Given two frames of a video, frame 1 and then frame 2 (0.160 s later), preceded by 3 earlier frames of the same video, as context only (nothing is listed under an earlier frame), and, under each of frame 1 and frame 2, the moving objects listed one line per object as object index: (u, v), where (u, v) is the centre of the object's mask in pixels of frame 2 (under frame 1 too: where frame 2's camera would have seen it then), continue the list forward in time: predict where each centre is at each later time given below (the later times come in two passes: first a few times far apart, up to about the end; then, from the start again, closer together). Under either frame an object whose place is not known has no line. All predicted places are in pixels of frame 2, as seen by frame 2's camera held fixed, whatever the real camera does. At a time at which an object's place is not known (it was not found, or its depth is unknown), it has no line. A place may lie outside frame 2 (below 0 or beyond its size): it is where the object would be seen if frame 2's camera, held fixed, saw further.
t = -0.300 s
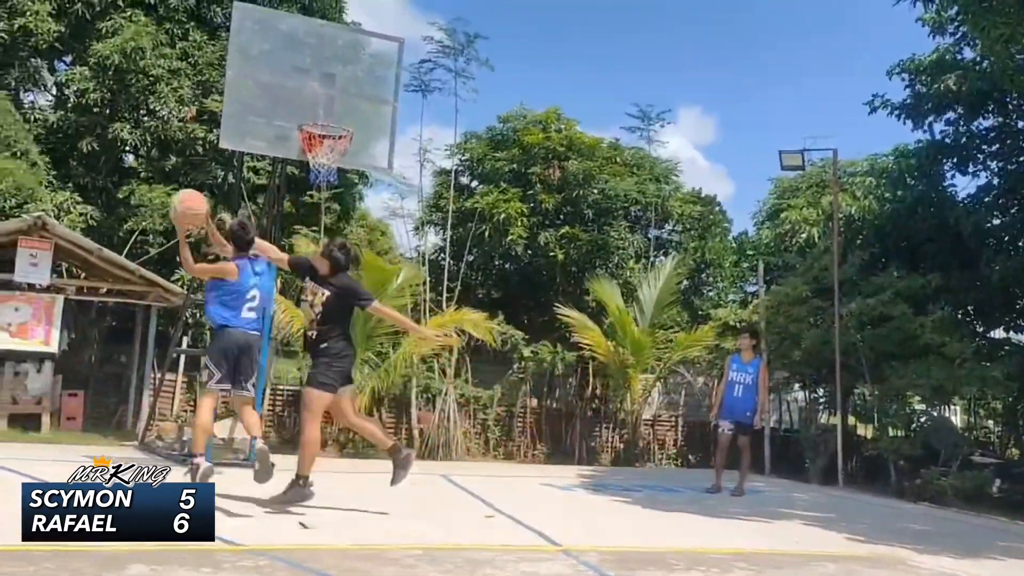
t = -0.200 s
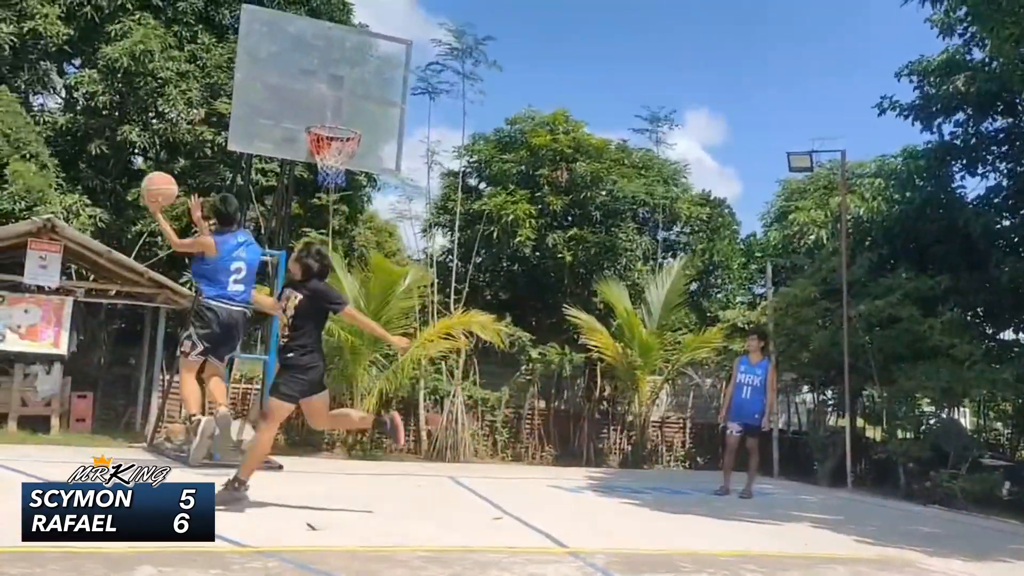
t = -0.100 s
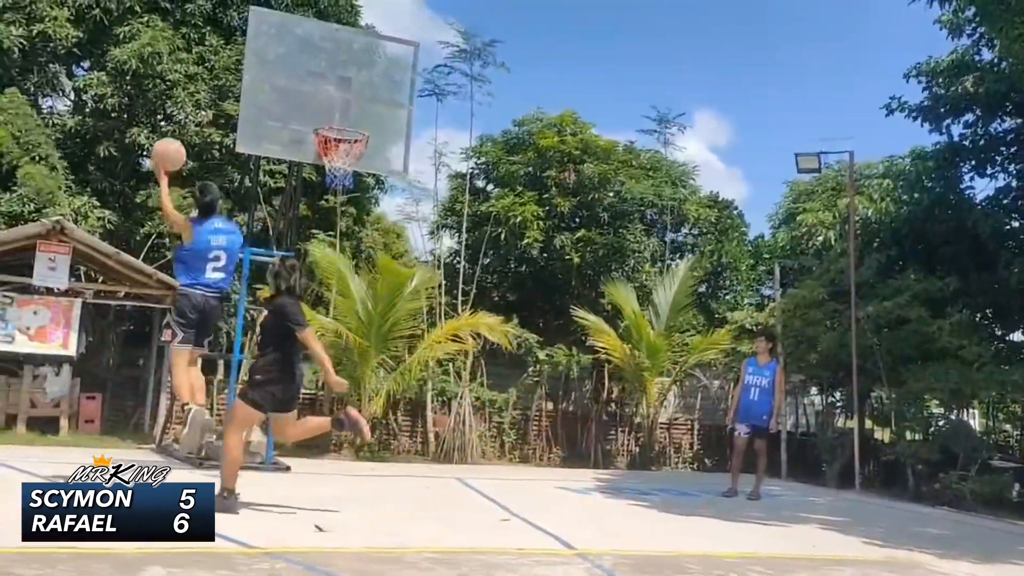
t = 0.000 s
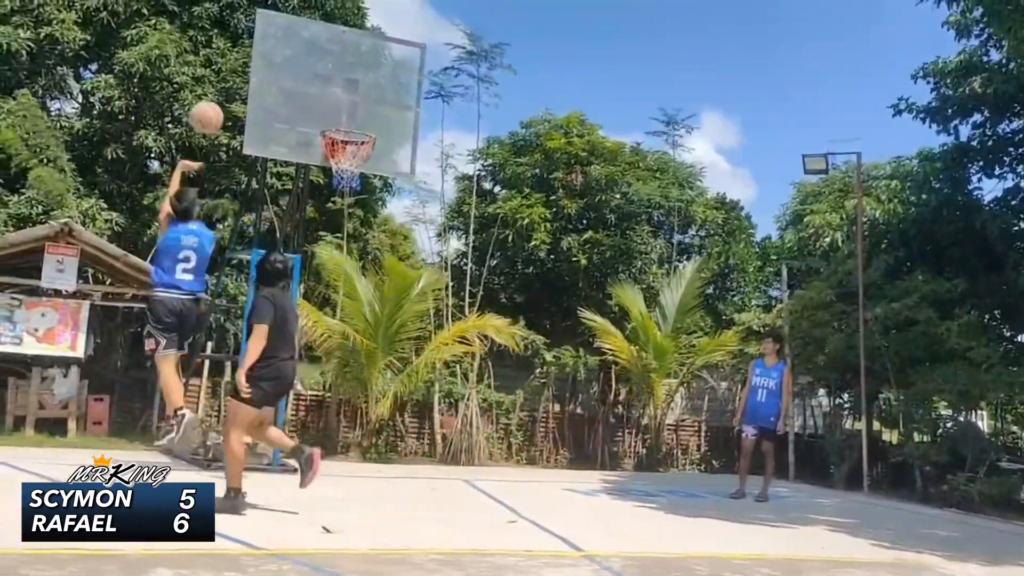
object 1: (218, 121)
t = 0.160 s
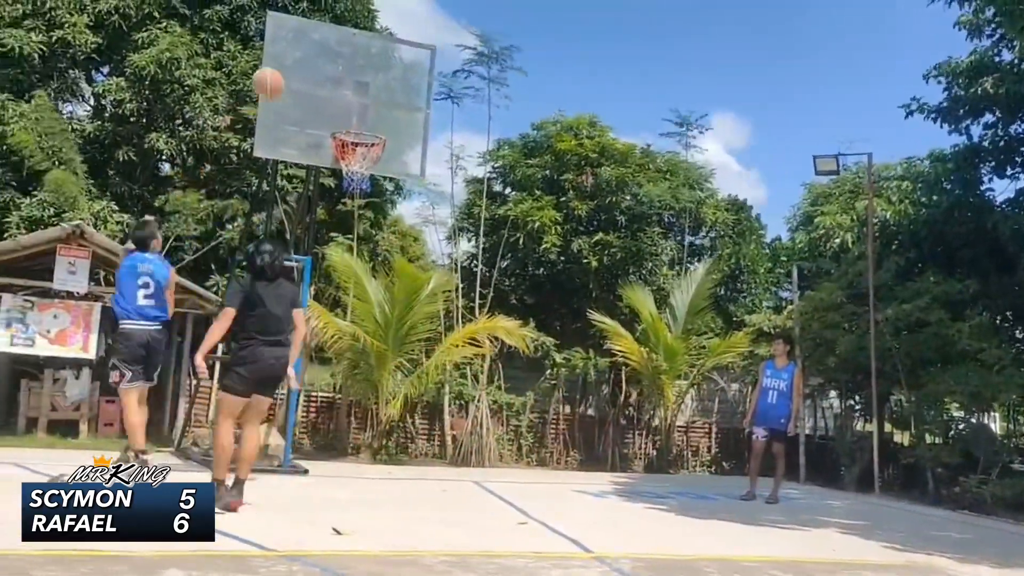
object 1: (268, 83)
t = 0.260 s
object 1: (297, 77)
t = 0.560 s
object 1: (371, 123)
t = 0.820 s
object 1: (352, 119)
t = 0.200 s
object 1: (280, 79)
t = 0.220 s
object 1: (284, 77)
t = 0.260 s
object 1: (297, 77)
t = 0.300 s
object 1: (308, 78)
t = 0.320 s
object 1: (313, 79)
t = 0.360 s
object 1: (323, 82)
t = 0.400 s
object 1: (333, 87)
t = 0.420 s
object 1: (339, 91)
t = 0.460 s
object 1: (348, 99)
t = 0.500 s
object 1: (357, 109)
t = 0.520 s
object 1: (362, 114)
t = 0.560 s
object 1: (371, 123)
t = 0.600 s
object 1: (369, 127)
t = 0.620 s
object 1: (364, 126)
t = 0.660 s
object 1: (352, 125)
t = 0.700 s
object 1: (351, 125)
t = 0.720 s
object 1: (350, 122)
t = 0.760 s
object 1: (351, 120)
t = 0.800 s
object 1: (351, 119)
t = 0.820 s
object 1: (352, 119)
